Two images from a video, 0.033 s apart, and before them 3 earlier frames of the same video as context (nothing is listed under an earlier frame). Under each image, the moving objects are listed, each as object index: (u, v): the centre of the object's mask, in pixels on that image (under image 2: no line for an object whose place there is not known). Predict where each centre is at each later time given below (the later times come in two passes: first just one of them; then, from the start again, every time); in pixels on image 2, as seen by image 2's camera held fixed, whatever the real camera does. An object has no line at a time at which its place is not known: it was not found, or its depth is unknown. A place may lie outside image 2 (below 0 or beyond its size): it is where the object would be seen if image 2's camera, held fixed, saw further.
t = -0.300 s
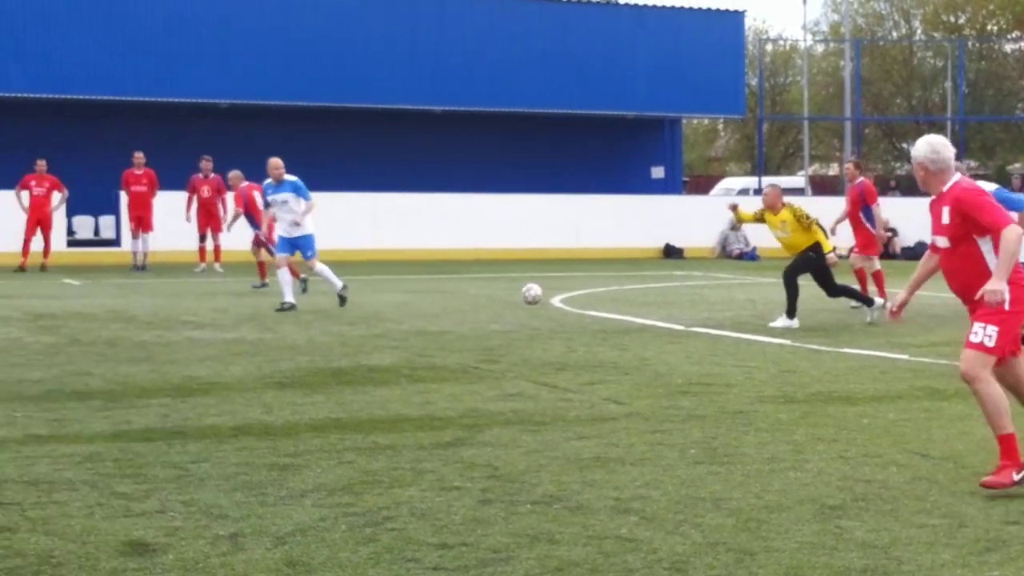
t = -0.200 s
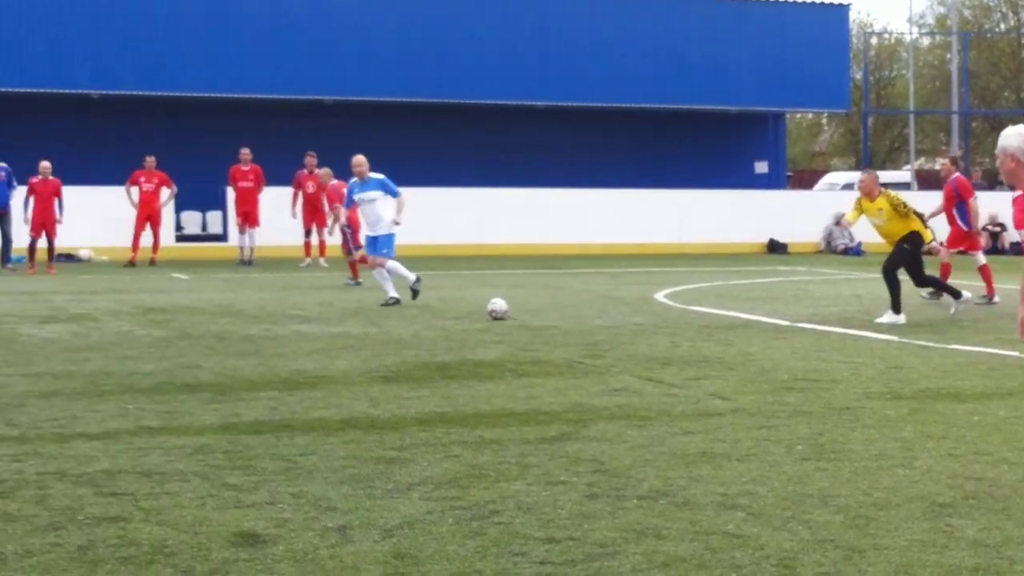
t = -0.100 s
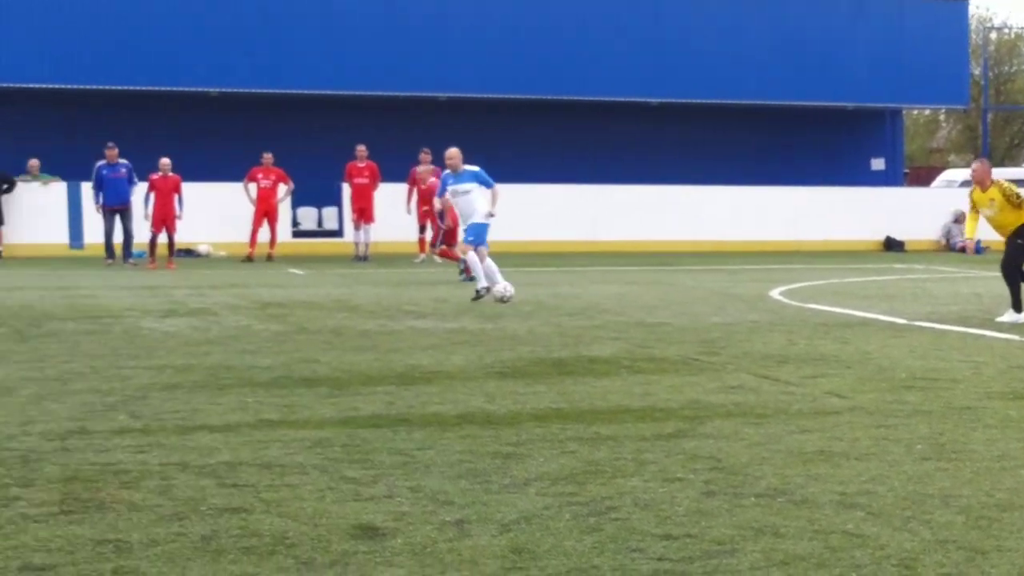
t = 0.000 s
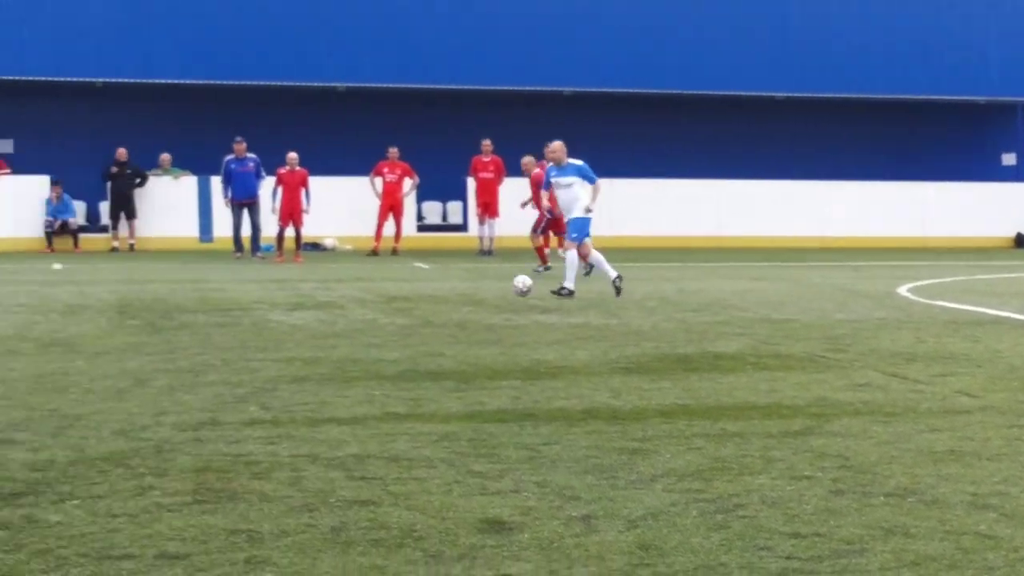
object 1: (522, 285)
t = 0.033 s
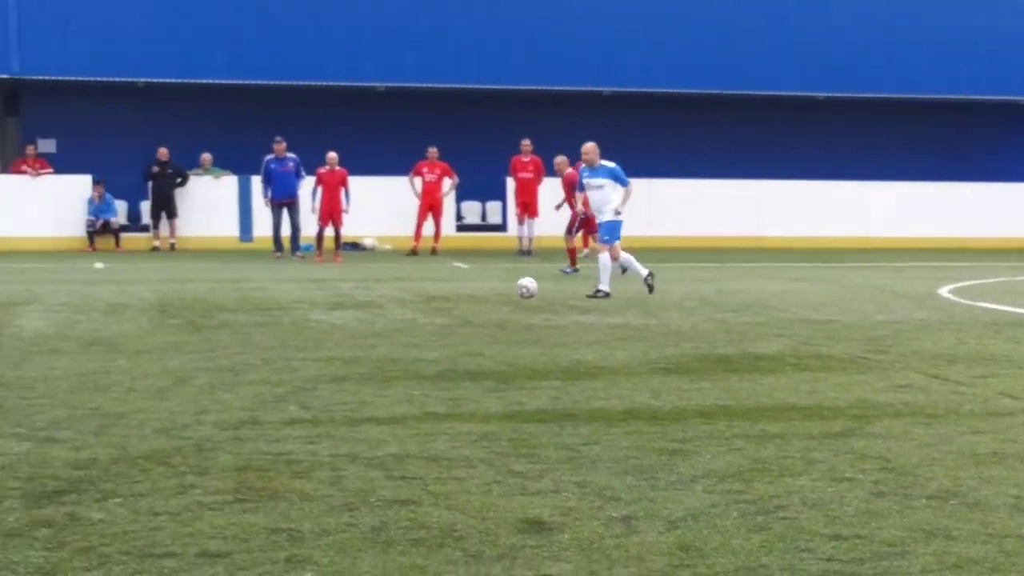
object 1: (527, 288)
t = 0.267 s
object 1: (318, 290)
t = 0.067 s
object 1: (494, 291)
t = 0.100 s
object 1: (462, 297)
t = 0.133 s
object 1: (432, 297)
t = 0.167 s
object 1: (404, 293)
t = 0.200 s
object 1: (374, 290)
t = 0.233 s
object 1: (346, 289)
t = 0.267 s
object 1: (318, 290)
